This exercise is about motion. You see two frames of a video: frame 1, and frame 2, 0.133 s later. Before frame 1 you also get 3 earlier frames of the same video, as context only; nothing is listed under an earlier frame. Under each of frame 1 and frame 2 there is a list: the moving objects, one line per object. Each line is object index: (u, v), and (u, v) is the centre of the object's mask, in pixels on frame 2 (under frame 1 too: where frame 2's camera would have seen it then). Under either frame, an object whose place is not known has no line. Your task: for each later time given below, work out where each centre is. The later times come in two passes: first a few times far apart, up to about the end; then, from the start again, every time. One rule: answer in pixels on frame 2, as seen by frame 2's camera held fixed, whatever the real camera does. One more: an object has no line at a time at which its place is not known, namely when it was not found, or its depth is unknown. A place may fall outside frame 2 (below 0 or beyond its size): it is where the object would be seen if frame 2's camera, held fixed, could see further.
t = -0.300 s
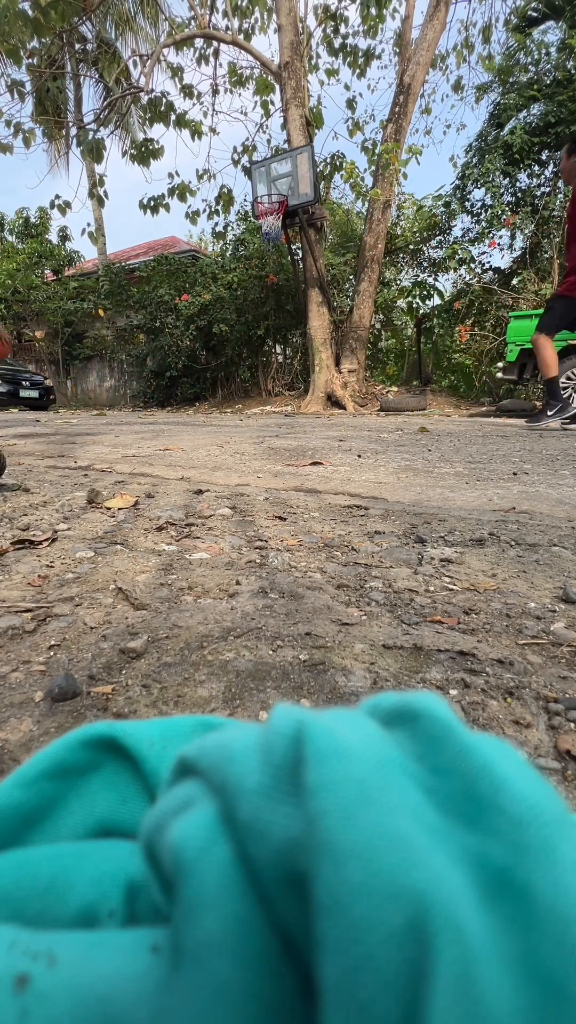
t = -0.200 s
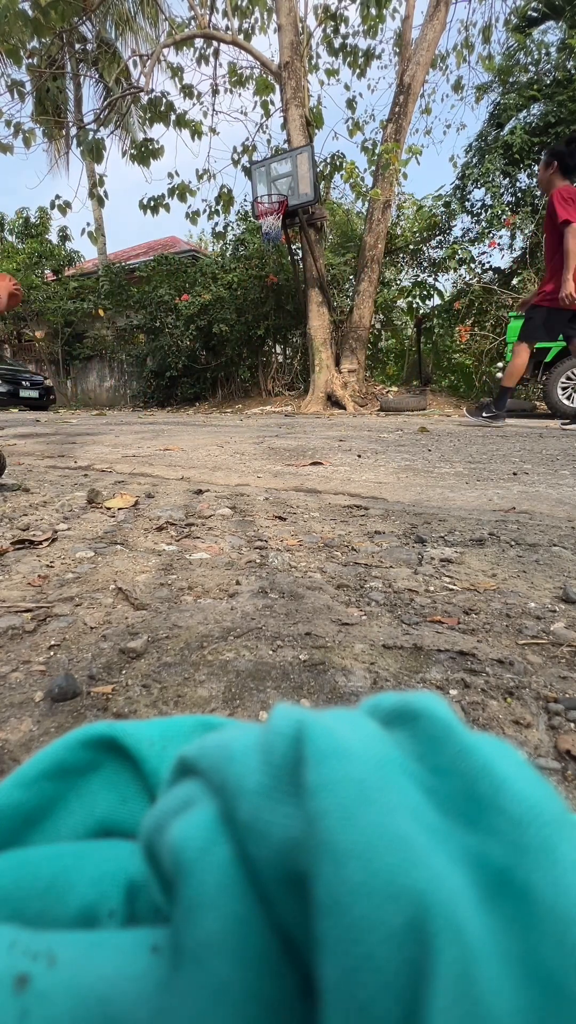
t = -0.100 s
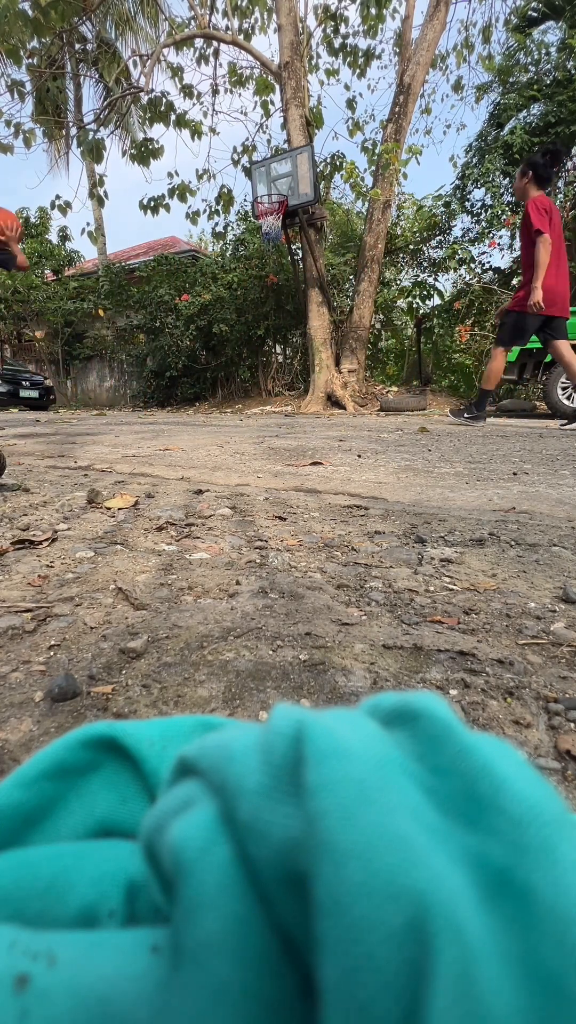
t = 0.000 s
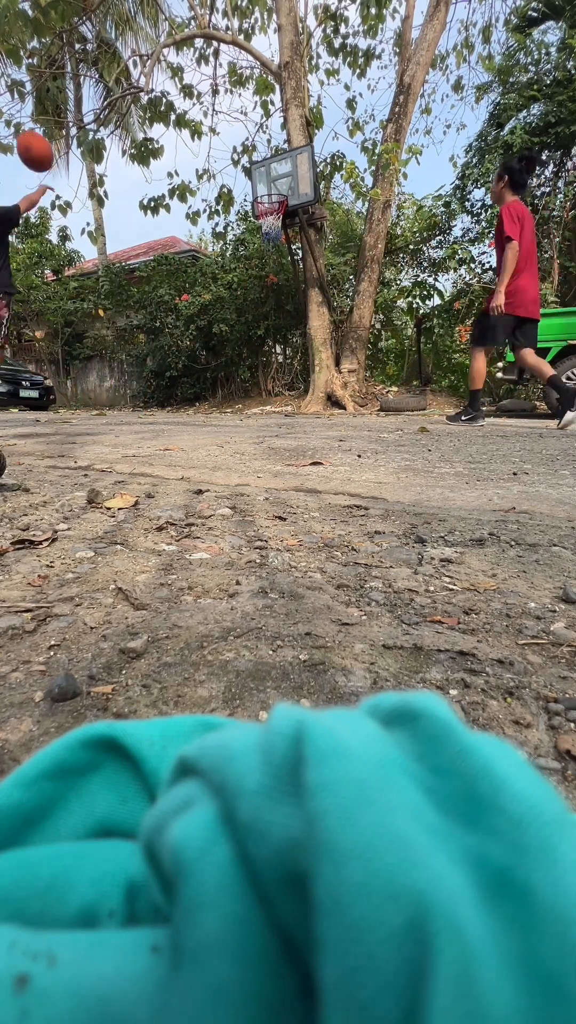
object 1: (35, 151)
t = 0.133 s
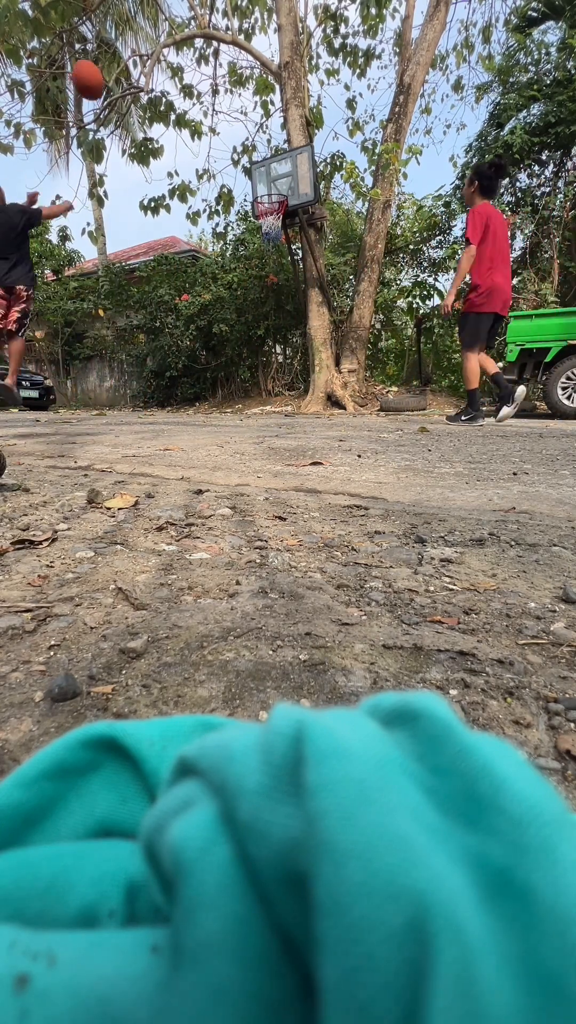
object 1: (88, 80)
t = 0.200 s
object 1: (111, 58)
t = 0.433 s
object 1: (180, 38)
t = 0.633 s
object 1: (221, 66)
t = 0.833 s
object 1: (256, 124)
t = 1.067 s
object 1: (272, 190)
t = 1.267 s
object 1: (234, 191)
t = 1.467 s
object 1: (196, 224)
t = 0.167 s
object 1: (100, 68)
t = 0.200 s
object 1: (111, 58)
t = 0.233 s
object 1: (122, 51)
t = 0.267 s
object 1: (133, 45)
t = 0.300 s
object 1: (143, 40)
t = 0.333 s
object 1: (152, 37)
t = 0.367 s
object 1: (162, 36)
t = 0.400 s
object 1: (171, 36)
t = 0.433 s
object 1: (180, 38)
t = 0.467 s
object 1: (187, 41)
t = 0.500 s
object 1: (195, 44)
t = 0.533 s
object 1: (203, 49)
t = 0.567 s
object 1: (210, 55)
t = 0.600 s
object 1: (213, 58)
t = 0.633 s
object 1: (221, 66)
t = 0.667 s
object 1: (227, 74)
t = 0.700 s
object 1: (233, 83)
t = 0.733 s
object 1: (239, 92)
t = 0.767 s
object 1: (245, 103)
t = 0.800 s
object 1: (250, 113)
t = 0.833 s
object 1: (256, 124)
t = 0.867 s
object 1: (261, 136)
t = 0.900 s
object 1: (265, 148)
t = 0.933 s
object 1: (270, 160)
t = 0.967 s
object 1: (274, 173)
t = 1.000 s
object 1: (278, 186)
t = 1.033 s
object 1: (279, 191)
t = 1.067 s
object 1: (272, 190)
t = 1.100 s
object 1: (266, 188)
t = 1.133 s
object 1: (260, 186)
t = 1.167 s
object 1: (254, 187)
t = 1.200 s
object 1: (247, 187)
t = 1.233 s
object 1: (241, 189)
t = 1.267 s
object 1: (234, 191)
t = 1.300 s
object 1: (228, 194)
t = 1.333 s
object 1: (222, 199)
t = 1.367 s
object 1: (215, 203)
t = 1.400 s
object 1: (209, 209)
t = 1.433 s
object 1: (203, 216)
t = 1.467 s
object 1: (196, 224)
